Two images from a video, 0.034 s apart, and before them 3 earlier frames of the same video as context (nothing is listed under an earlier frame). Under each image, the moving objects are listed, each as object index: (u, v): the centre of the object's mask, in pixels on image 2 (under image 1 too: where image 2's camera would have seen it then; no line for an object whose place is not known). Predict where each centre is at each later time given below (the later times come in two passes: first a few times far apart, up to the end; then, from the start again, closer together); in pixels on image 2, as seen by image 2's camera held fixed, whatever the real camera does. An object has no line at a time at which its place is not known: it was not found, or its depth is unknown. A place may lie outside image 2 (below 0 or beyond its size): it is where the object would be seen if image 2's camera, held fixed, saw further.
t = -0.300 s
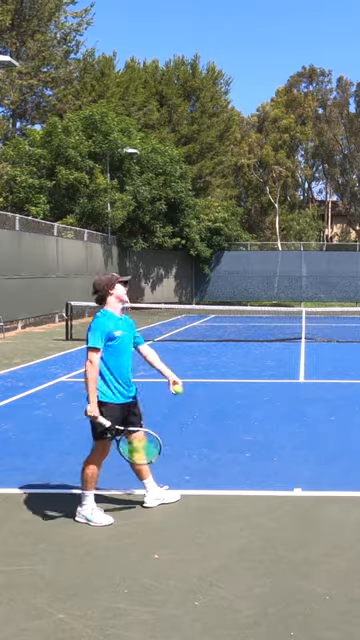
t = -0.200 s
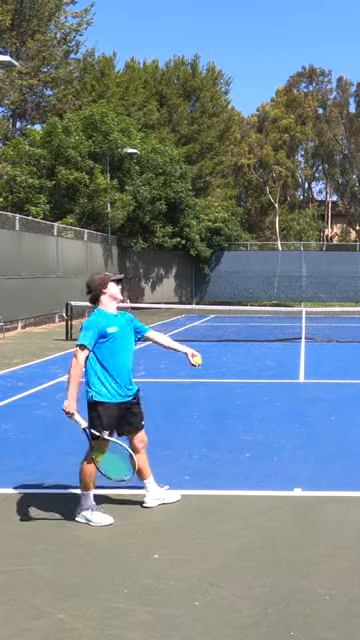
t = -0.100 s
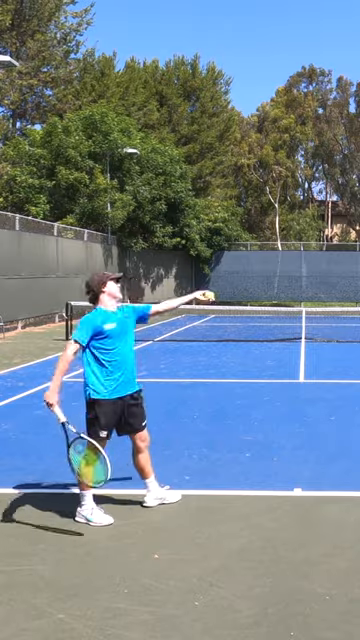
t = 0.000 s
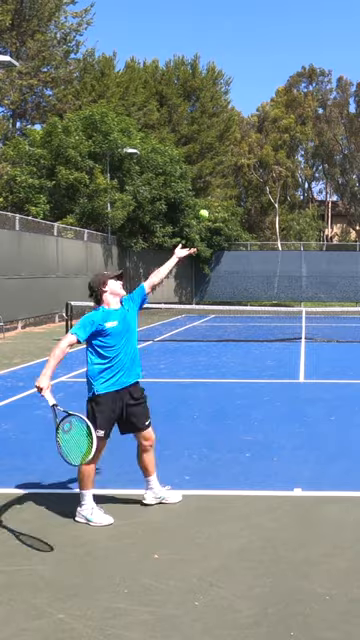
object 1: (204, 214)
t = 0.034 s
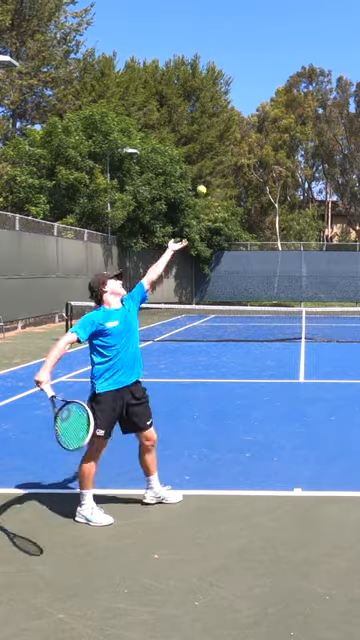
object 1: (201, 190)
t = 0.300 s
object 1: (186, 51)
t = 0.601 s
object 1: (171, 13)
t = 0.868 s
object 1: (159, 76)
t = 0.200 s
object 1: (192, 91)
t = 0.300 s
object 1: (186, 51)
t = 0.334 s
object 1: (184, 41)
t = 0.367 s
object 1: (183, 33)
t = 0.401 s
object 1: (181, 25)
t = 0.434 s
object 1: (179, 19)
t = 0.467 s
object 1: (178, 15)
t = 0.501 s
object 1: (176, 12)
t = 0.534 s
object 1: (174, 11)
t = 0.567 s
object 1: (172, 11)
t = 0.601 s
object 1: (171, 13)
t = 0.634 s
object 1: (169, 16)
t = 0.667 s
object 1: (168, 21)
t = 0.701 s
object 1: (166, 26)
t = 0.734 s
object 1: (165, 34)
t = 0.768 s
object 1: (164, 42)
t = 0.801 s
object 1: (162, 53)
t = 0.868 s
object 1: (159, 76)
